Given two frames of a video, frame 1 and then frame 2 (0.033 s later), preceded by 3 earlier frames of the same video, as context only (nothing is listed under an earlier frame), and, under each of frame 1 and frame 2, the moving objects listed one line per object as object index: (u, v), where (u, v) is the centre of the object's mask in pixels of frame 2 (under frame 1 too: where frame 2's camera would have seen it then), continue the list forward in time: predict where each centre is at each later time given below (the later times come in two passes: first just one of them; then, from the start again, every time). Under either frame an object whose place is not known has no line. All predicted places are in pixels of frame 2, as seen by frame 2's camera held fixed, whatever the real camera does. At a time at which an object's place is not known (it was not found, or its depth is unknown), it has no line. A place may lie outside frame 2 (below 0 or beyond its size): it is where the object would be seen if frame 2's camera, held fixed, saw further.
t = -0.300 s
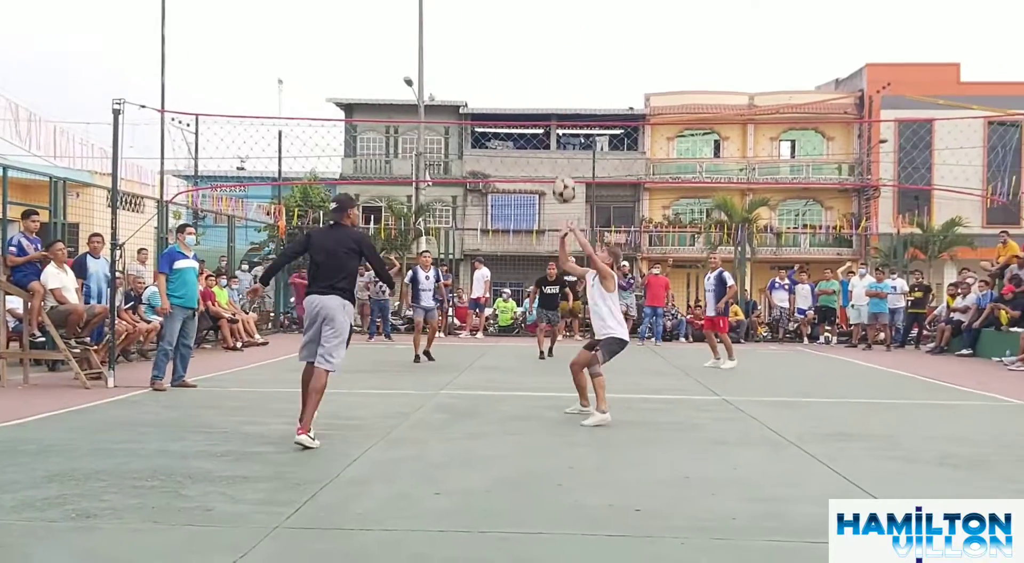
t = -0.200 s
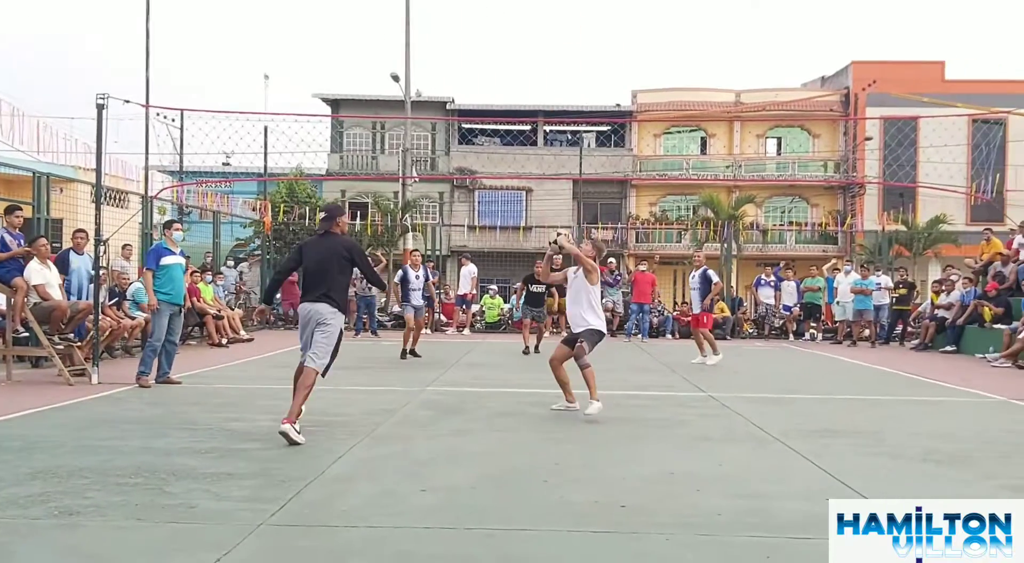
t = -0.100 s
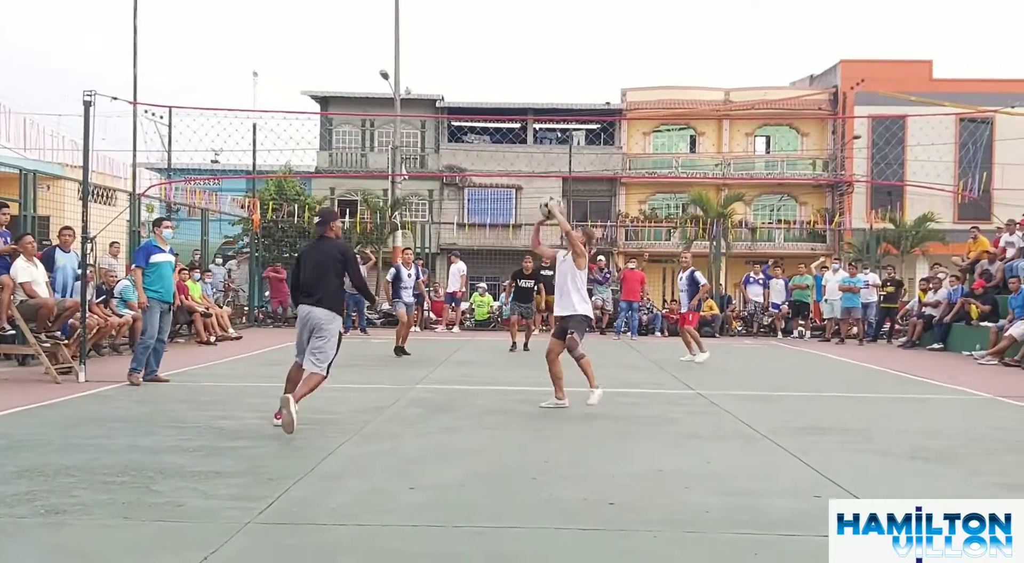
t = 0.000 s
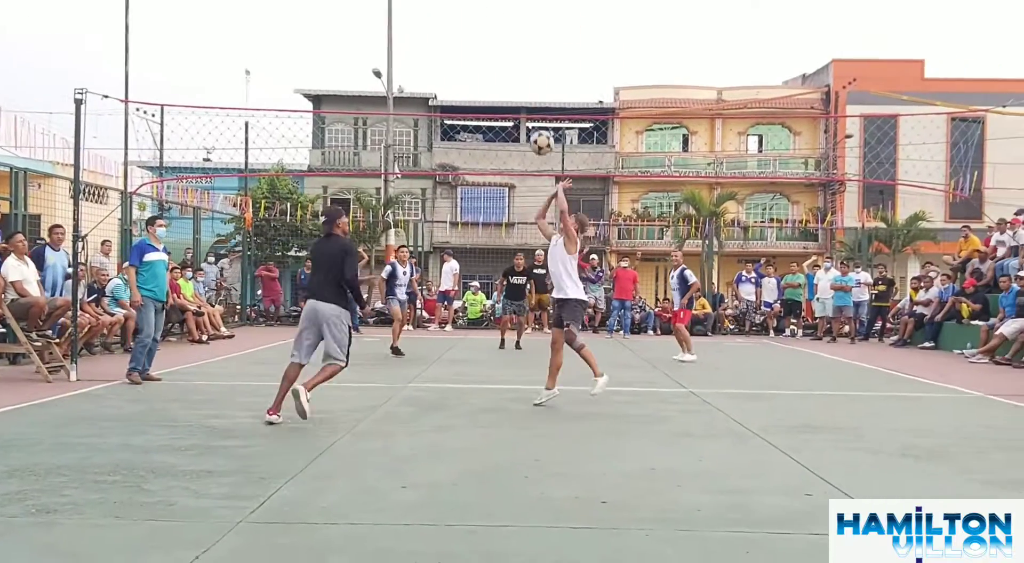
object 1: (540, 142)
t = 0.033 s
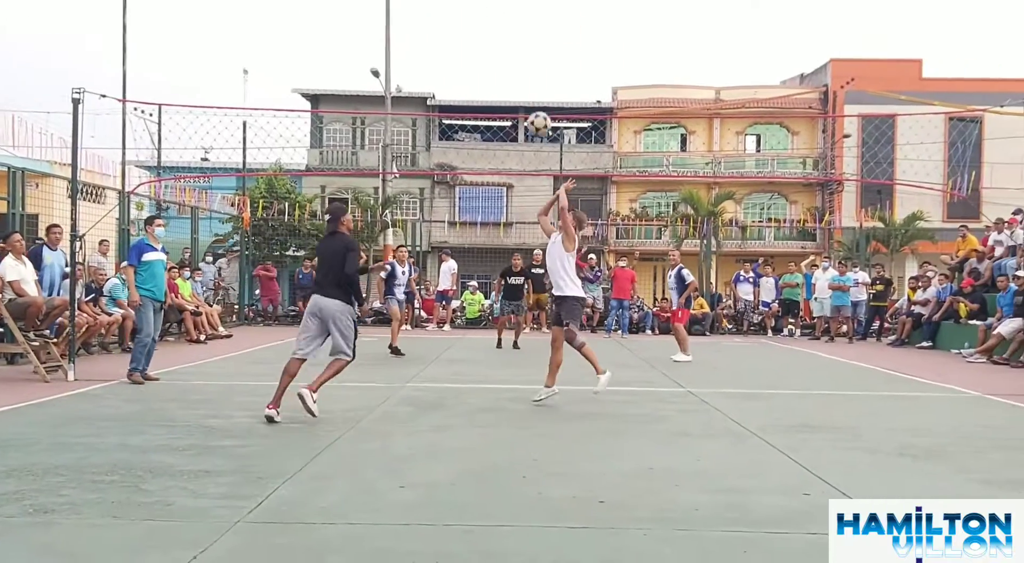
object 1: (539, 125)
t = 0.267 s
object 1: (533, 29)
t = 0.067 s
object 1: (538, 107)
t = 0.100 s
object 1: (537, 91)
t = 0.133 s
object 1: (536, 76)
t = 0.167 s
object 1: (535, 63)
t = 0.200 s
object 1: (535, 50)
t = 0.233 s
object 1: (534, 39)
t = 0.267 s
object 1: (533, 29)
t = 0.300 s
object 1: (532, 21)
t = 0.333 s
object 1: (531, 13)
